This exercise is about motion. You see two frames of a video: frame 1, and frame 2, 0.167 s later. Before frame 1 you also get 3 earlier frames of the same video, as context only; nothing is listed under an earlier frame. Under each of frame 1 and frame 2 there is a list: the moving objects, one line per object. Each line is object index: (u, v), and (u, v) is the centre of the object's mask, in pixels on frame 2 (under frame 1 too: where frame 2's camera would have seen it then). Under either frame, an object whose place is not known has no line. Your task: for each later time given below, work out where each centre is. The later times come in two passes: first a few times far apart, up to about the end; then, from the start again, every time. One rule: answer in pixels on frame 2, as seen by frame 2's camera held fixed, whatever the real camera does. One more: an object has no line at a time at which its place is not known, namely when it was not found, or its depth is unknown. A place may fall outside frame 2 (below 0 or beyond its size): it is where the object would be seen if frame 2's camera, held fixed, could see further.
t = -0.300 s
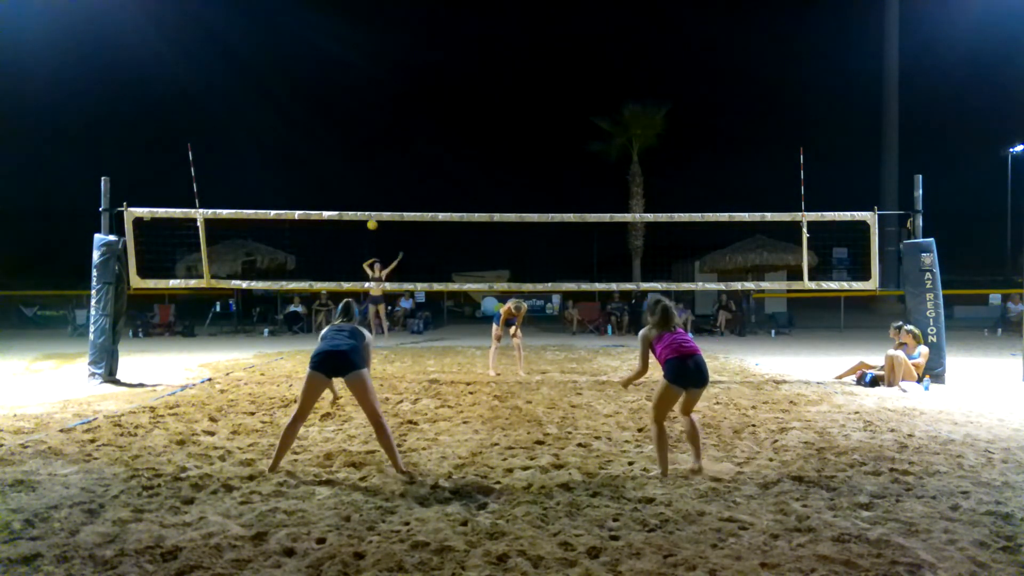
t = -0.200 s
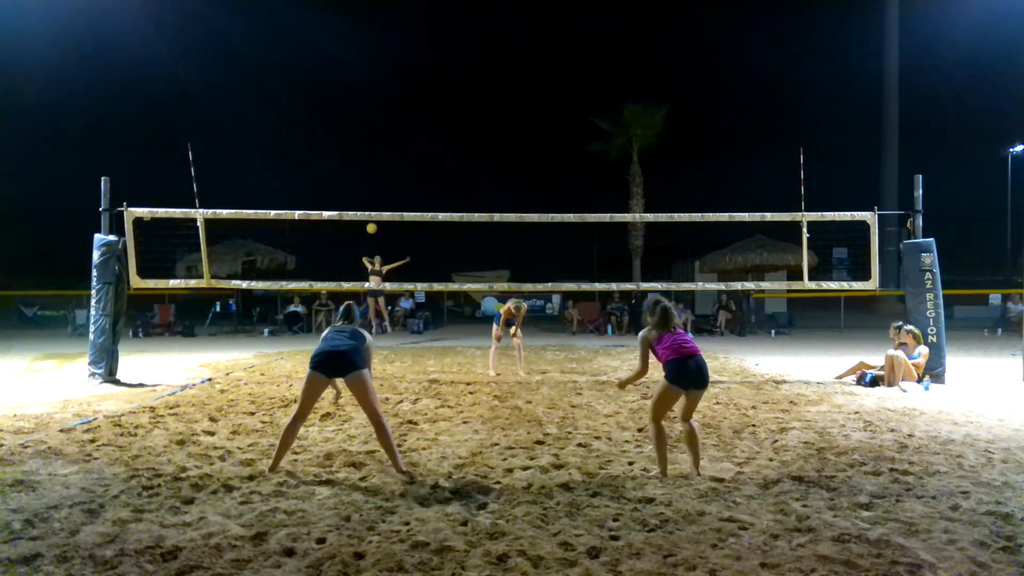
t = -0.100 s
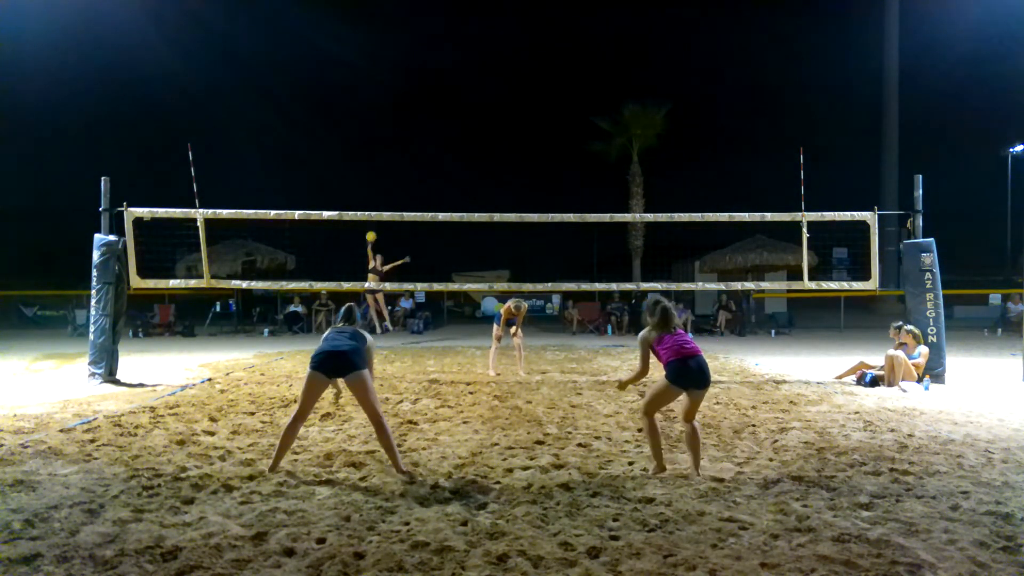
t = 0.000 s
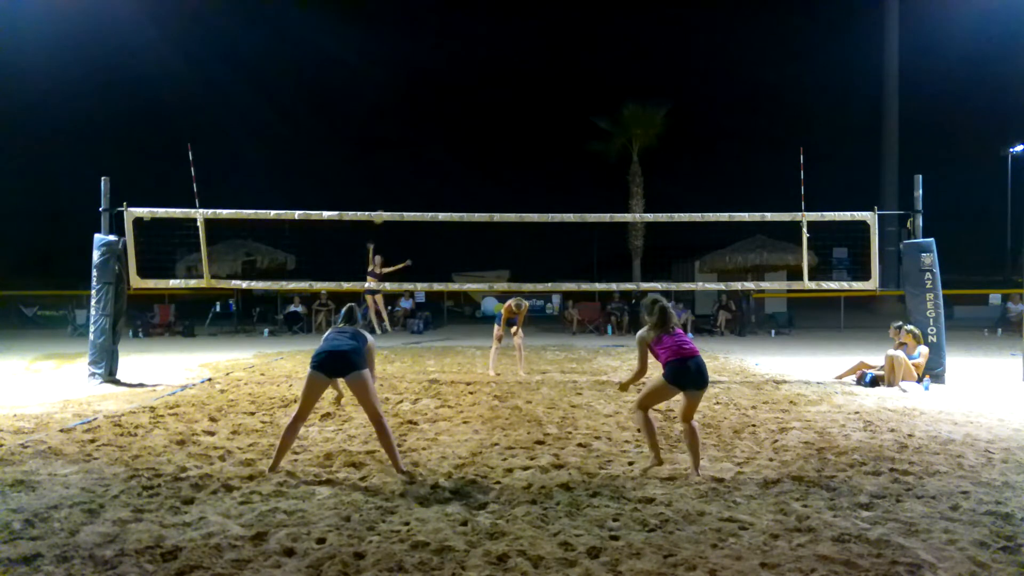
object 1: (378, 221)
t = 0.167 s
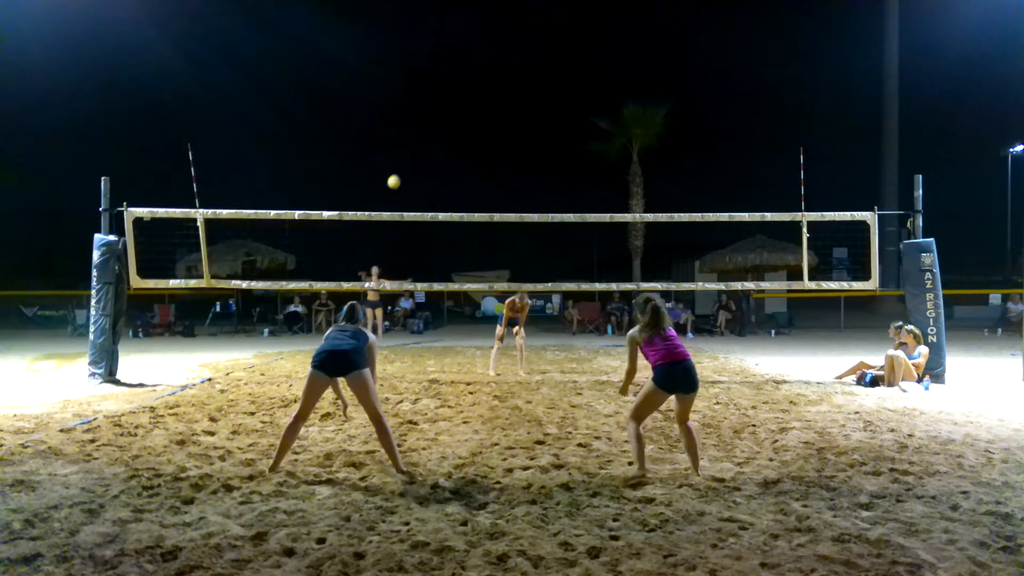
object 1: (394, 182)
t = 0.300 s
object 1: (404, 160)
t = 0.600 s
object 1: (426, 141)
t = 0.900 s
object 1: (456, 177)
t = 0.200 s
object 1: (396, 176)
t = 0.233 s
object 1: (399, 170)
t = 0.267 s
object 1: (402, 165)
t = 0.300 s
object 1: (404, 160)
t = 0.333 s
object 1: (406, 156)
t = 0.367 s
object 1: (409, 152)
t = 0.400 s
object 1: (411, 149)
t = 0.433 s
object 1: (413, 147)
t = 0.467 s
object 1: (416, 145)
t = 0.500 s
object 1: (418, 143)
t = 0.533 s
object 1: (421, 142)
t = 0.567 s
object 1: (423, 141)
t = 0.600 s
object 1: (426, 141)
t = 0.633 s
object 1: (429, 141)
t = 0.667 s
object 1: (432, 142)
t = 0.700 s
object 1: (435, 144)
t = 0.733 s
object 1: (438, 147)
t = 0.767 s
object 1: (441, 151)
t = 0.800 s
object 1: (445, 156)
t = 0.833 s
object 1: (448, 162)
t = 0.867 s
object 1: (452, 169)
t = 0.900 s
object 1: (456, 177)
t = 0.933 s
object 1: (460, 187)
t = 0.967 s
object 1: (464, 198)
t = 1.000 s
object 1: (468, 210)
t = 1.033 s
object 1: (473, 225)
